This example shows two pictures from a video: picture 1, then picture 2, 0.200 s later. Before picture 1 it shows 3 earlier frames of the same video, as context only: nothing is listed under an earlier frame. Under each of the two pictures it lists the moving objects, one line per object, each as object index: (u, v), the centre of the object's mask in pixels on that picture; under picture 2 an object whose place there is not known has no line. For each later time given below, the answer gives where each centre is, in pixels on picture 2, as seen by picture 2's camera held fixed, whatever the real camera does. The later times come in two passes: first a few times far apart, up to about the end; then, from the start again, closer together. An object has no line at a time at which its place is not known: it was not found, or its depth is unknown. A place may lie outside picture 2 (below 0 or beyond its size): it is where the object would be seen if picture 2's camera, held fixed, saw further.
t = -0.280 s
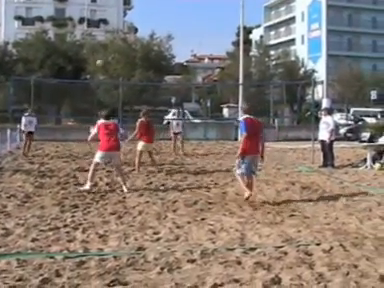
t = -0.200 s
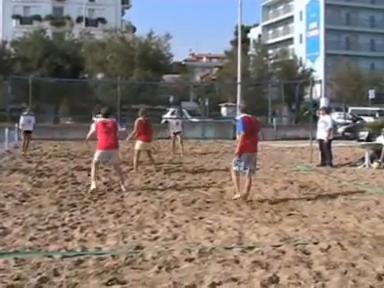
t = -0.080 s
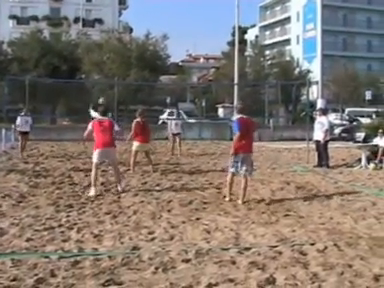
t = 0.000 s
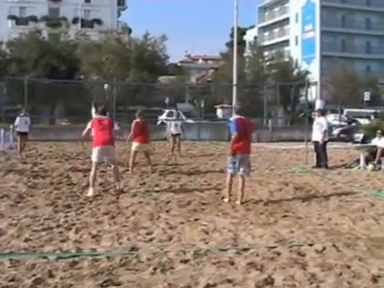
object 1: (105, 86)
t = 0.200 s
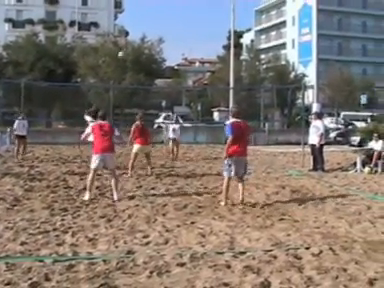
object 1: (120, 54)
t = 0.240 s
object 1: (124, 48)
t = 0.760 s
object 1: (166, 31)
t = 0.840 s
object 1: (171, 37)
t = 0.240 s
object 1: (124, 48)
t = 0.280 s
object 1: (126, 43)
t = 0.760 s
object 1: (166, 31)
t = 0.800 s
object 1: (168, 34)
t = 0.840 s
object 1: (171, 37)
